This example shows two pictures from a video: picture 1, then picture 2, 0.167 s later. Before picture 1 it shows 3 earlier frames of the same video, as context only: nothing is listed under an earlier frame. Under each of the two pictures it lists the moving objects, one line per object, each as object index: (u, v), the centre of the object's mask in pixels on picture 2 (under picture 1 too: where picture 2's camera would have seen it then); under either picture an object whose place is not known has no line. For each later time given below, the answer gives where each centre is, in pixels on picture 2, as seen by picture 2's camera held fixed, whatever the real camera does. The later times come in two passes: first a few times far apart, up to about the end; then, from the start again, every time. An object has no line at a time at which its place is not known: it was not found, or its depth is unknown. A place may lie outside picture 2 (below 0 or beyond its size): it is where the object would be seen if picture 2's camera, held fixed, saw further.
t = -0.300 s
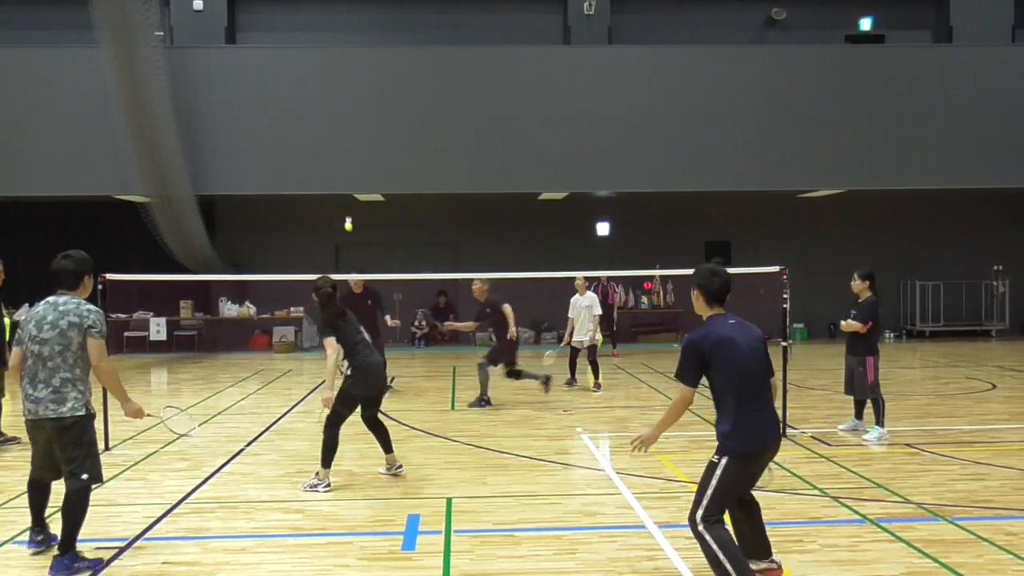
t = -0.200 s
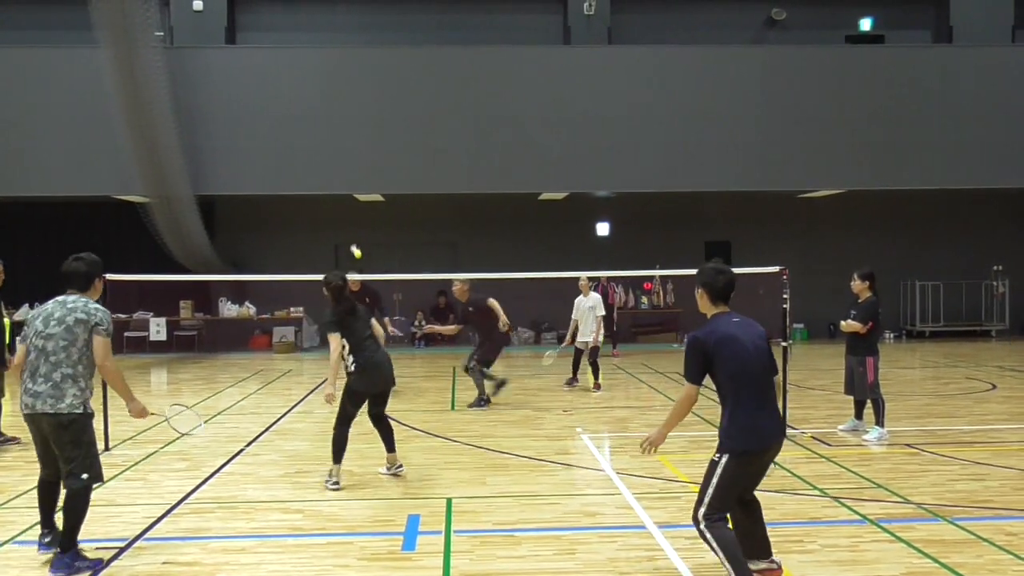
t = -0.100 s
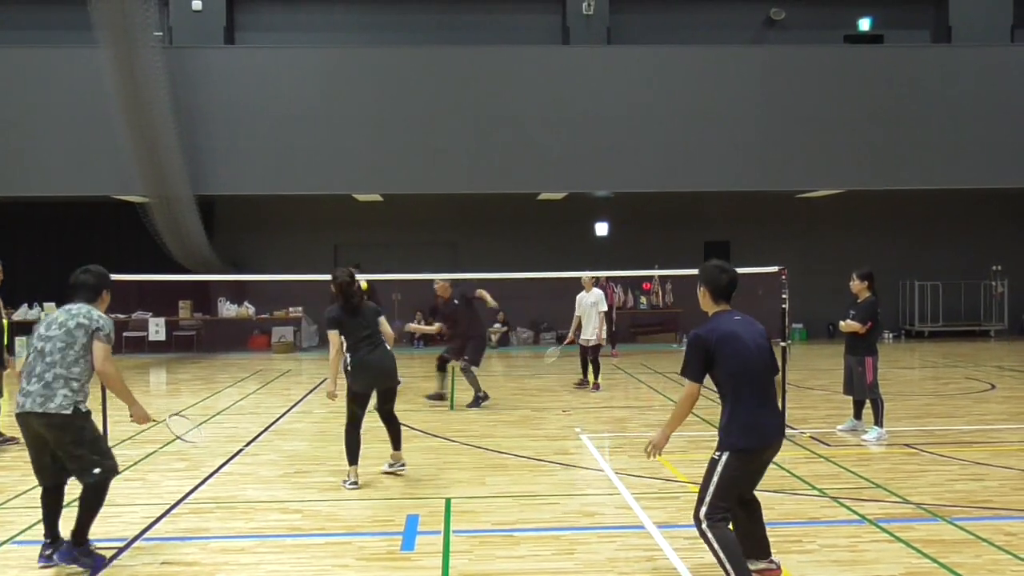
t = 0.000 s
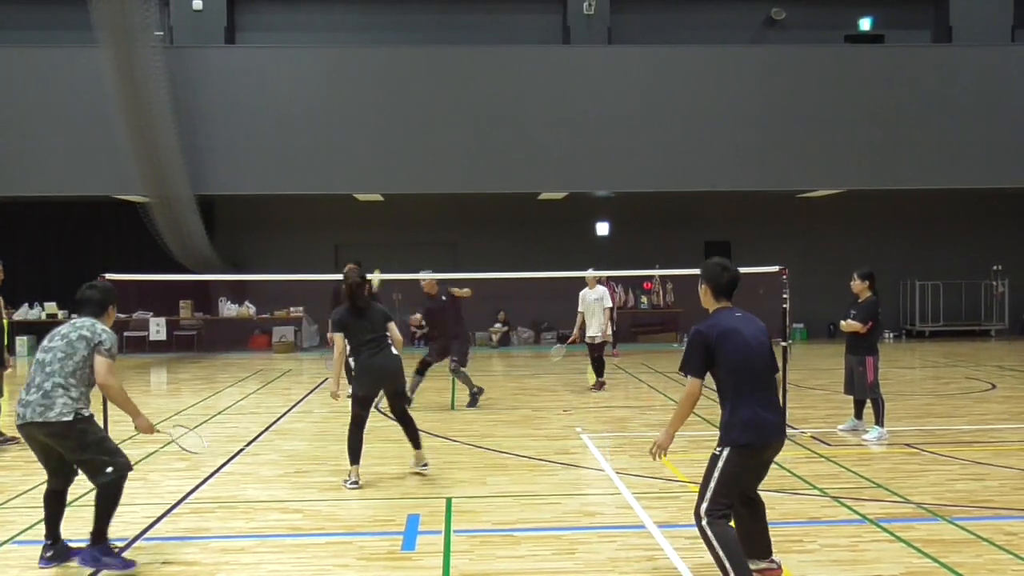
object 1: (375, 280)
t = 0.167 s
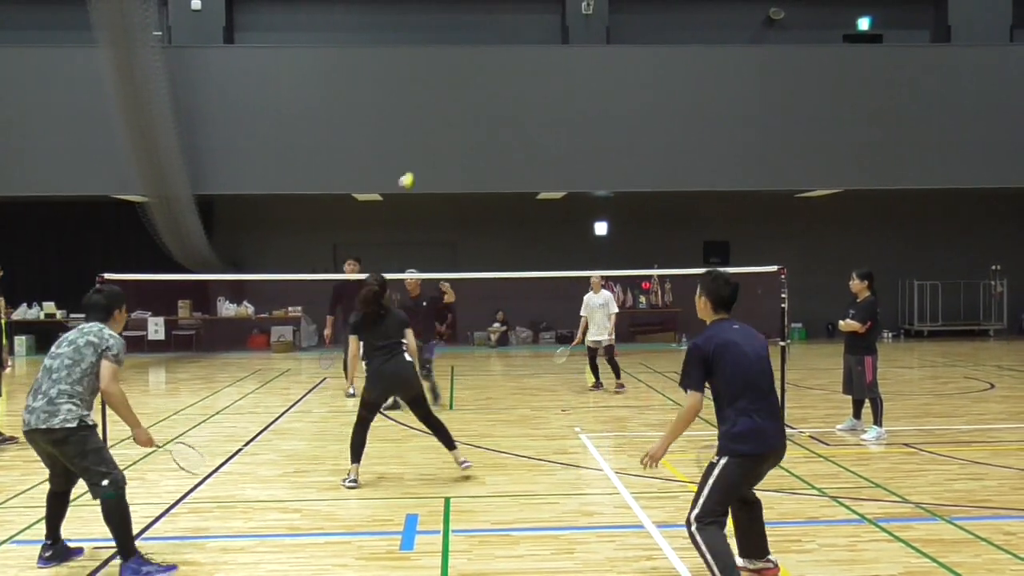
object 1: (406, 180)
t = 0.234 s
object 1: (420, 152)
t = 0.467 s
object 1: (457, 94)
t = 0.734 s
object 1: (514, 159)
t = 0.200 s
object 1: (414, 166)
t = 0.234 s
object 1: (420, 152)
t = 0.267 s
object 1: (426, 139)
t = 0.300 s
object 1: (431, 128)
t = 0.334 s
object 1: (435, 117)
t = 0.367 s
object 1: (439, 108)
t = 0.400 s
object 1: (444, 101)
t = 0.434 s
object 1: (451, 96)
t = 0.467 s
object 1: (457, 94)
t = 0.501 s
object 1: (464, 94)
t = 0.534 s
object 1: (470, 96)
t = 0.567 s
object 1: (479, 101)
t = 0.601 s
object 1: (487, 109)
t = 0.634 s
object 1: (495, 118)
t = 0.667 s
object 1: (502, 129)
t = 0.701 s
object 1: (508, 143)
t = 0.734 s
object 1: (514, 159)
